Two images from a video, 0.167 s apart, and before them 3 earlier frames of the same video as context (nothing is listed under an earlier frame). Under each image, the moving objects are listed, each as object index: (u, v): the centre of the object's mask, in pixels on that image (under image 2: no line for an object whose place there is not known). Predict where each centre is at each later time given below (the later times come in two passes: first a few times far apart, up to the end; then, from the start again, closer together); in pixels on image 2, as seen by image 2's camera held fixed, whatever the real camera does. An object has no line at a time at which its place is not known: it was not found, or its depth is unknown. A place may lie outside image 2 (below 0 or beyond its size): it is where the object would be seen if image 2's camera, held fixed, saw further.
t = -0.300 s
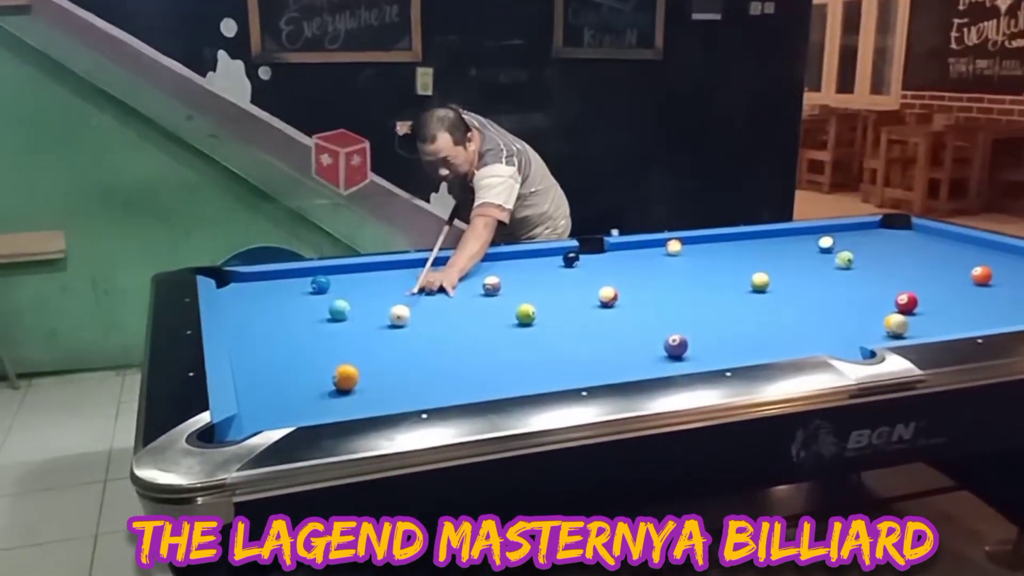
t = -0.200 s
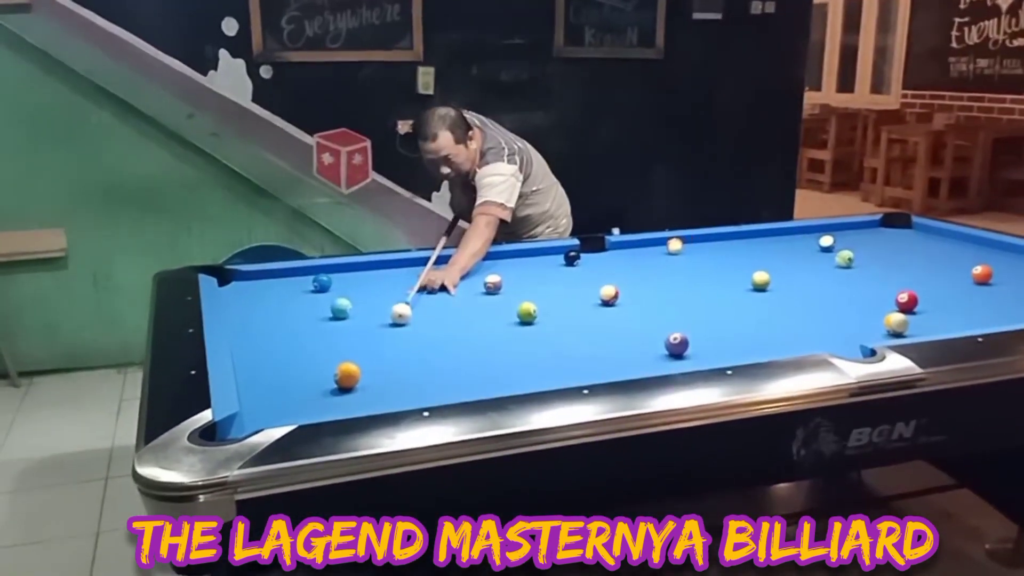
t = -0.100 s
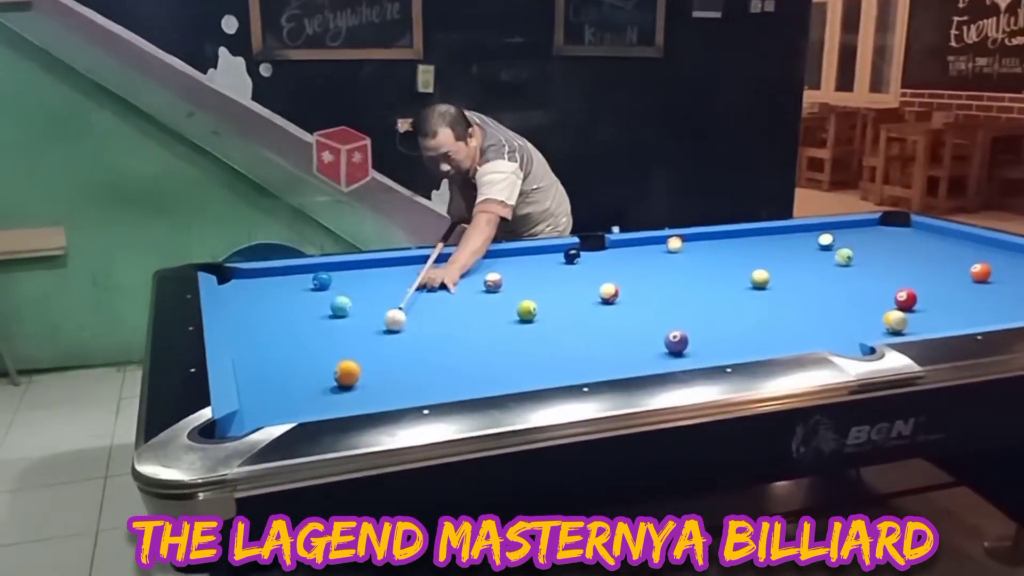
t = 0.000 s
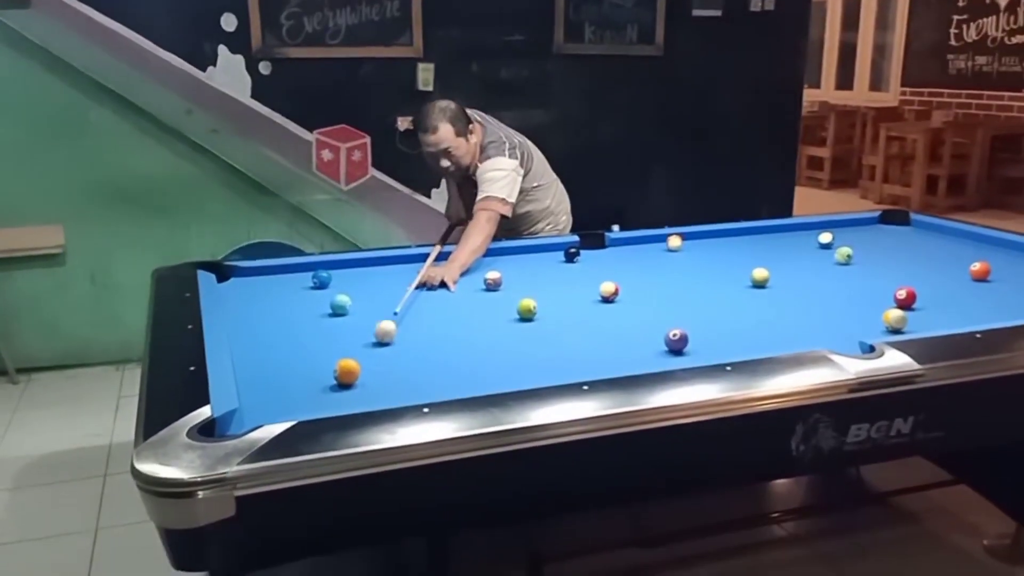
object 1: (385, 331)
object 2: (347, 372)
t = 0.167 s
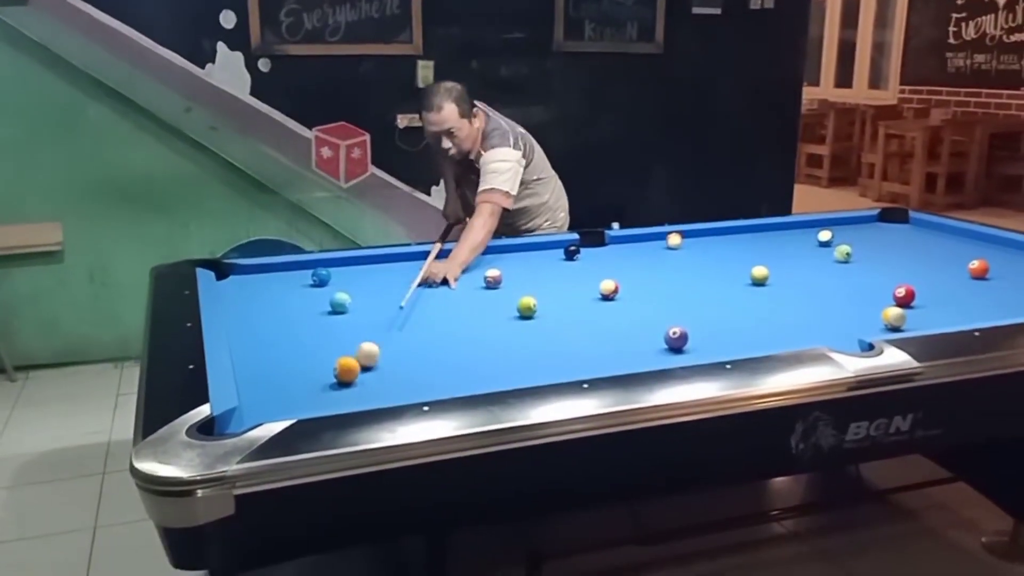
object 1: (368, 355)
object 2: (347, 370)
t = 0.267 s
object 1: (371, 364)
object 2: (332, 378)
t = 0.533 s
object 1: (396, 381)
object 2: (270, 408)
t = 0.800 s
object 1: (418, 388)
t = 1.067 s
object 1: (422, 383)
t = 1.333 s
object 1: (425, 373)
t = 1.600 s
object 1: (427, 363)
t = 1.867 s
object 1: (429, 354)
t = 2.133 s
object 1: (430, 348)
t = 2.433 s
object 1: (430, 343)
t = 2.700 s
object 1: (430, 339)
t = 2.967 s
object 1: (430, 335)
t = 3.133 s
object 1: (429, 334)
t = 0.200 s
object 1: (366, 359)
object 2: (347, 370)
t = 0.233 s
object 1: (366, 363)
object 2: (341, 373)
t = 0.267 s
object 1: (371, 364)
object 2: (332, 378)
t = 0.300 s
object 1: (374, 366)
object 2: (323, 382)
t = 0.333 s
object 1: (377, 368)
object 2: (315, 386)
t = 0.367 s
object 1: (380, 371)
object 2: (307, 391)
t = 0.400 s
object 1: (383, 372)
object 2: (300, 394)
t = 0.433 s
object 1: (386, 375)
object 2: (293, 397)
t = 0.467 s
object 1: (389, 376)
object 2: (286, 400)
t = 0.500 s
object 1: (392, 379)
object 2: (278, 404)
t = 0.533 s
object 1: (396, 381)
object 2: (270, 408)
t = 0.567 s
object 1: (398, 383)
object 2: (262, 411)
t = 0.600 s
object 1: (402, 385)
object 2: (254, 415)
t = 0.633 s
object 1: (405, 386)
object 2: (247, 419)
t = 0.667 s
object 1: (408, 387)
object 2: (236, 428)
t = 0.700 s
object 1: (411, 388)
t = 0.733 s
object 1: (414, 389)
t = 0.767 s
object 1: (417, 389)
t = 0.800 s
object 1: (418, 388)
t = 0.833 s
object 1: (418, 388)
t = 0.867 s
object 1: (419, 387)
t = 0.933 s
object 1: (419, 386)
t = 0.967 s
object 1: (420, 385)
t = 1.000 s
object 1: (421, 384)
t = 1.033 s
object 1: (421, 383)
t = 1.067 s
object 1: (422, 383)
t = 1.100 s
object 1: (422, 382)
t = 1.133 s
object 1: (422, 381)
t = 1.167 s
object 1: (422, 380)
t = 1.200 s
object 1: (423, 379)
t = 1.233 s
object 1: (423, 377)
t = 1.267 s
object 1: (424, 375)
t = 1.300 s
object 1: (424, 373)
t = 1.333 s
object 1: (425, 373)
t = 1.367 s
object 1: (425, 371)
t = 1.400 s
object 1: (425, 370)
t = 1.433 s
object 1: (425, 369)
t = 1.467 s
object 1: (425, 368)
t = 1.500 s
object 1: (426, 367)
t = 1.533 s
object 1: (427, 365)
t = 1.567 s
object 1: (426, 364)
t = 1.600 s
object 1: (427, 363)
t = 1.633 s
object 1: (427, 362)
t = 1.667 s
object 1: (427, 361)
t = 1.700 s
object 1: (428, 359)
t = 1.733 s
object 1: (428, 358)
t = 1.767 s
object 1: (428, 357)
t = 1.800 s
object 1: (428, 356)
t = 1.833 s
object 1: (428, 355)
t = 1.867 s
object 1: (429, 354)
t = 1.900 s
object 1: (429, 353)
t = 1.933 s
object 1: (429, 352)
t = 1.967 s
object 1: (429, 352)
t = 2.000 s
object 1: (429, 351)
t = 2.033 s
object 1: (429, 350)
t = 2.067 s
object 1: (430, 349)
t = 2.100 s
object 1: (430, 349)
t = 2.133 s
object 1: (430, 348)
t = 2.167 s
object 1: (430, 347)
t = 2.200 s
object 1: (430, 346)
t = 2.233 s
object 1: (430, 346)
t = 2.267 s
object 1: (430, 345)
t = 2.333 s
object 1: (430, 345)
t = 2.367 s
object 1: (431, 344)
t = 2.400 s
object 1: (430, 343)
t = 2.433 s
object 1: (430, 343)
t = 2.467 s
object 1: (430, 342)
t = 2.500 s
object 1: (431, 342)
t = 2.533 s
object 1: (430, 341)
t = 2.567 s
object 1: (430, 340)
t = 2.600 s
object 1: (430, 340)
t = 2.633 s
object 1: (430, 340)
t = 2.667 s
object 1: (430, 339)
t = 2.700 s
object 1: (430, 339)
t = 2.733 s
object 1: (430, 338)
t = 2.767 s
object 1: (430, 338)
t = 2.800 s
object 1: (430, 337)
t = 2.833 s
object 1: (430, 337)
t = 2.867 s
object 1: (430, 337)
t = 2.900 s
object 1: (430, 336)
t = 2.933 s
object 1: (430, 336)
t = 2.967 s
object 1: (430, 335)
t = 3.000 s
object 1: (429, 335)
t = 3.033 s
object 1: (429, 335)
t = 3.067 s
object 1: (429, 334)
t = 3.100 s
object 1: (429, 334)
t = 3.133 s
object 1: (429, 334)
